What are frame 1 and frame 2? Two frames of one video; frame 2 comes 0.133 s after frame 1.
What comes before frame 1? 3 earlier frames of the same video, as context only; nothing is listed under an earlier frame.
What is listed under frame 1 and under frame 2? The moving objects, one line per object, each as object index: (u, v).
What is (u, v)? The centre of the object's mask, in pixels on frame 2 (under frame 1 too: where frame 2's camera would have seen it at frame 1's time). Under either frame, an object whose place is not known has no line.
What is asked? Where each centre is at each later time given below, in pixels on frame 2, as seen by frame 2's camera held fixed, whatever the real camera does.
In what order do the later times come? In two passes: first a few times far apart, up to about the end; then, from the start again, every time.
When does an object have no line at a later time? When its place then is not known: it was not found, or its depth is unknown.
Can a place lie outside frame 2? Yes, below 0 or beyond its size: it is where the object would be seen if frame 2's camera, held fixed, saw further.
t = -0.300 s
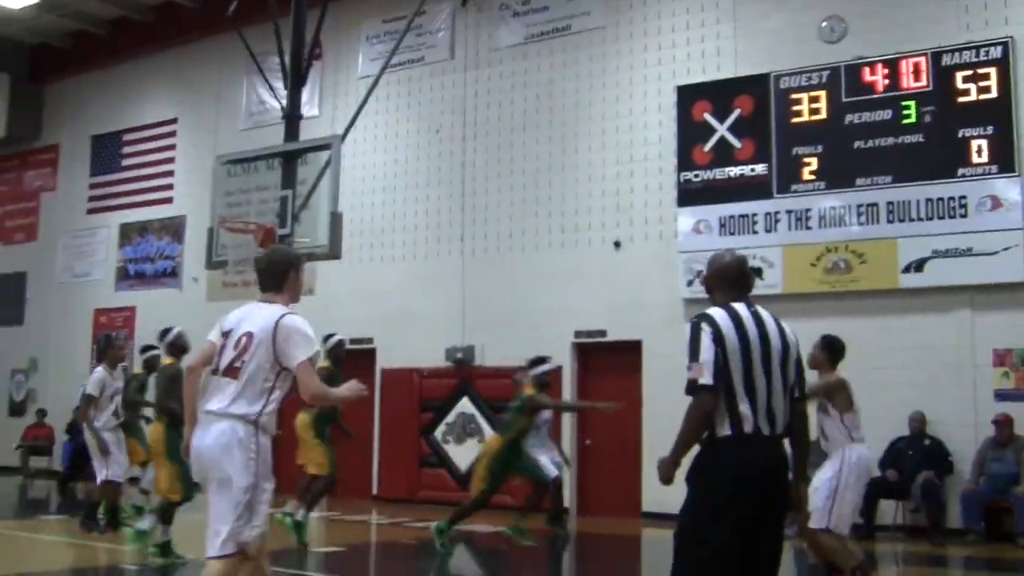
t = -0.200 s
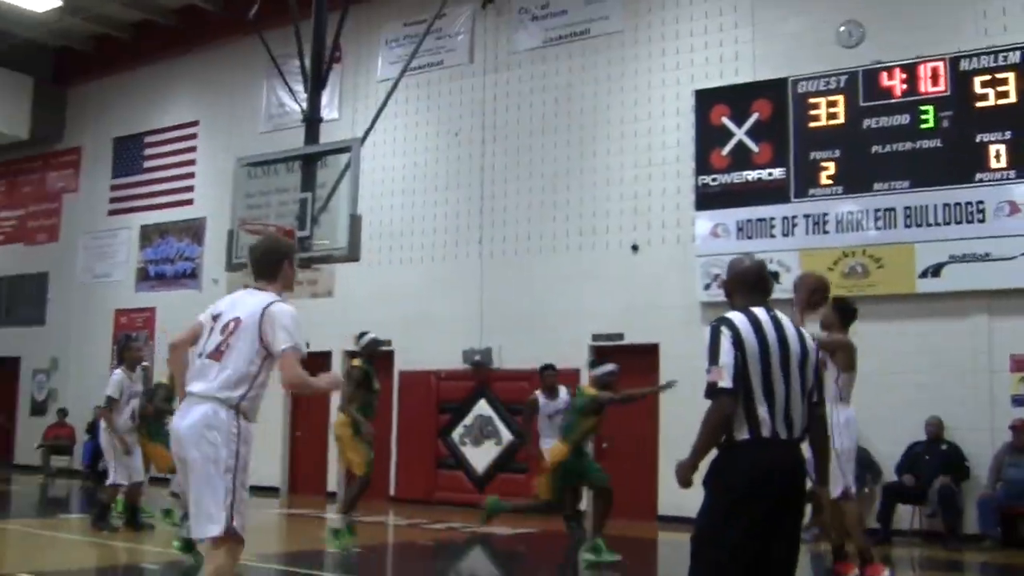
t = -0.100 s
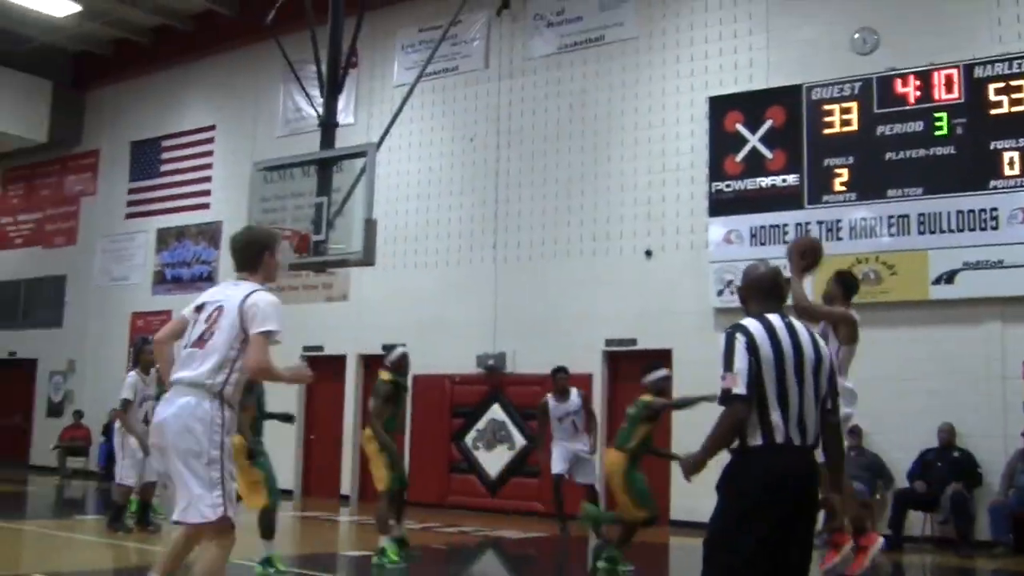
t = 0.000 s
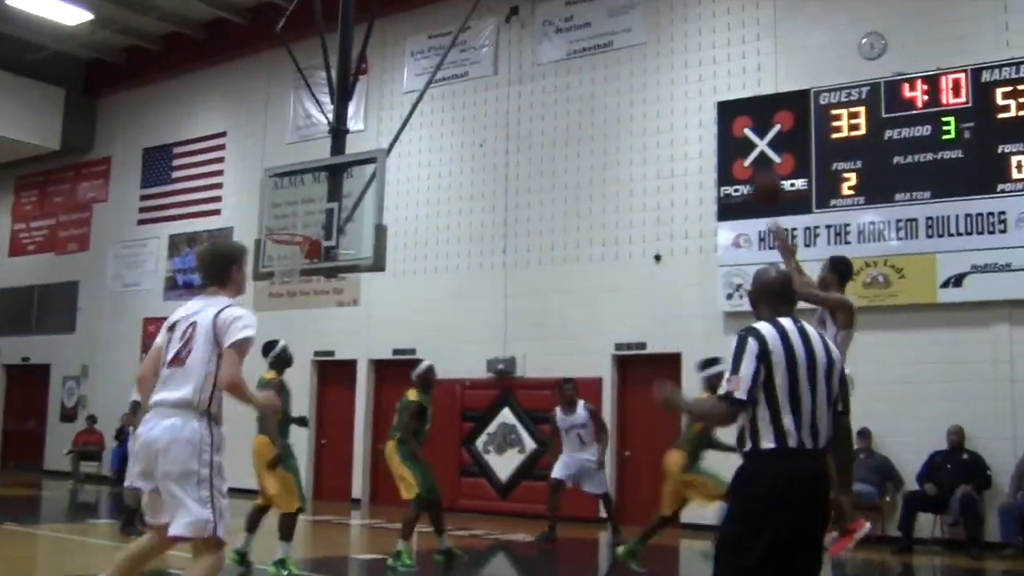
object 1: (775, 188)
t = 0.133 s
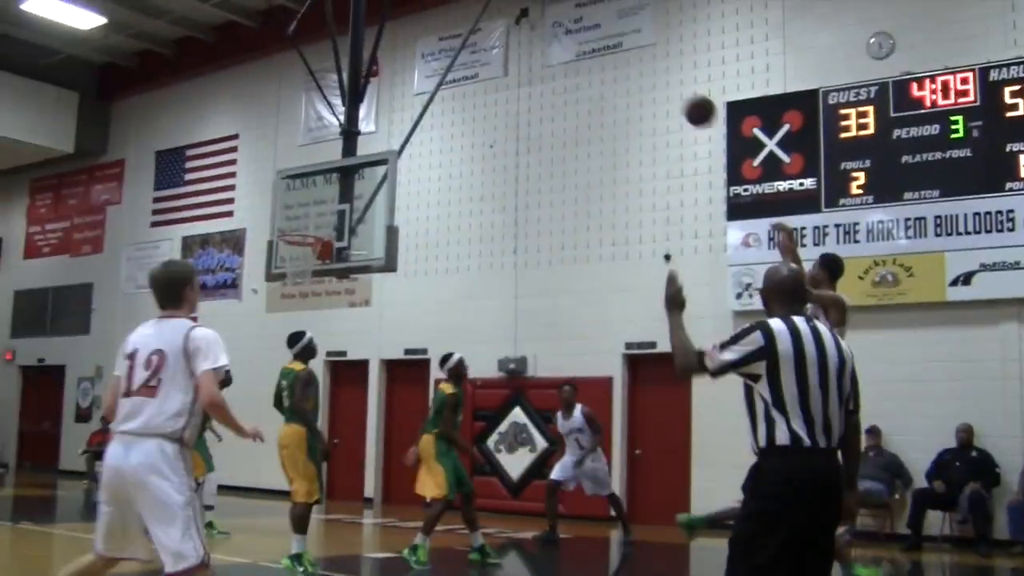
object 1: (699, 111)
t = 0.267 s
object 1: (634, 65)
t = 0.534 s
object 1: (523, 44)
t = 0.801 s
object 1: (429, 94)
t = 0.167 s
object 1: (683, 97)
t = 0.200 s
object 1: (666, 85)
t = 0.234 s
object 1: (650, 74)
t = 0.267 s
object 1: (634, 65)
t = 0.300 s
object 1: (616, 58)
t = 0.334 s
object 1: (604, 51)
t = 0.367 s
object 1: (590, 47)
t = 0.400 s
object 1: (575, 45)
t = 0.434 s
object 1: (561, 43)
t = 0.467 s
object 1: (548, 42)
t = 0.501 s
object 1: (535, 42)
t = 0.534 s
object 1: (523, 44)
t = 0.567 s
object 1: (511, 47)
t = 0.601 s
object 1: (498, 50)
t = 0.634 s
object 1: (486, 55)
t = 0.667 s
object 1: (474, 62)
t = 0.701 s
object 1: (463, 69)
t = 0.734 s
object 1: (452, 76)
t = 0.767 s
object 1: (439, 84)
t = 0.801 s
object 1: (429, 94)
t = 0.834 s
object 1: (418, 105)
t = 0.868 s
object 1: (408, 116)
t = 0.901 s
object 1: (397, 128)
